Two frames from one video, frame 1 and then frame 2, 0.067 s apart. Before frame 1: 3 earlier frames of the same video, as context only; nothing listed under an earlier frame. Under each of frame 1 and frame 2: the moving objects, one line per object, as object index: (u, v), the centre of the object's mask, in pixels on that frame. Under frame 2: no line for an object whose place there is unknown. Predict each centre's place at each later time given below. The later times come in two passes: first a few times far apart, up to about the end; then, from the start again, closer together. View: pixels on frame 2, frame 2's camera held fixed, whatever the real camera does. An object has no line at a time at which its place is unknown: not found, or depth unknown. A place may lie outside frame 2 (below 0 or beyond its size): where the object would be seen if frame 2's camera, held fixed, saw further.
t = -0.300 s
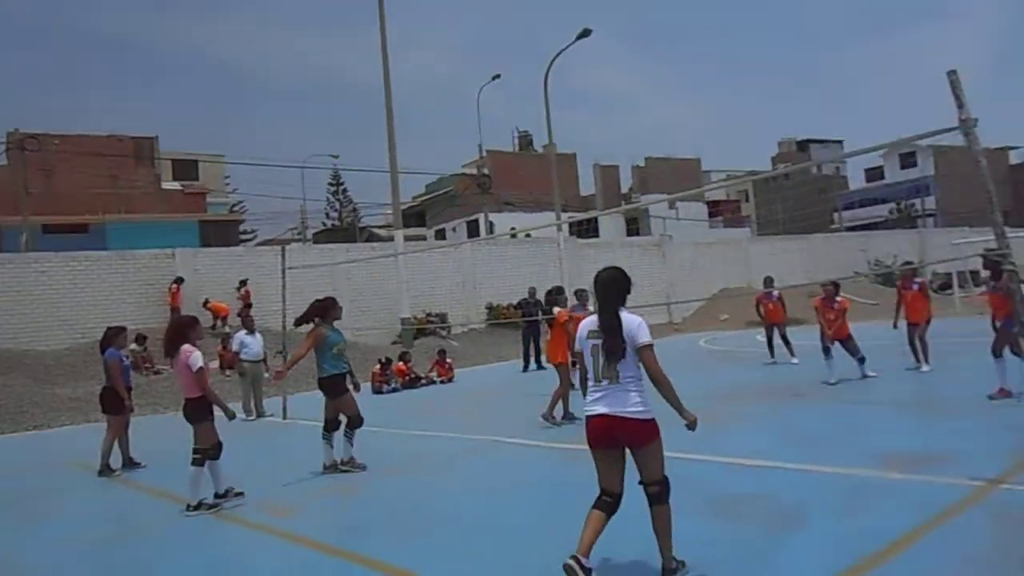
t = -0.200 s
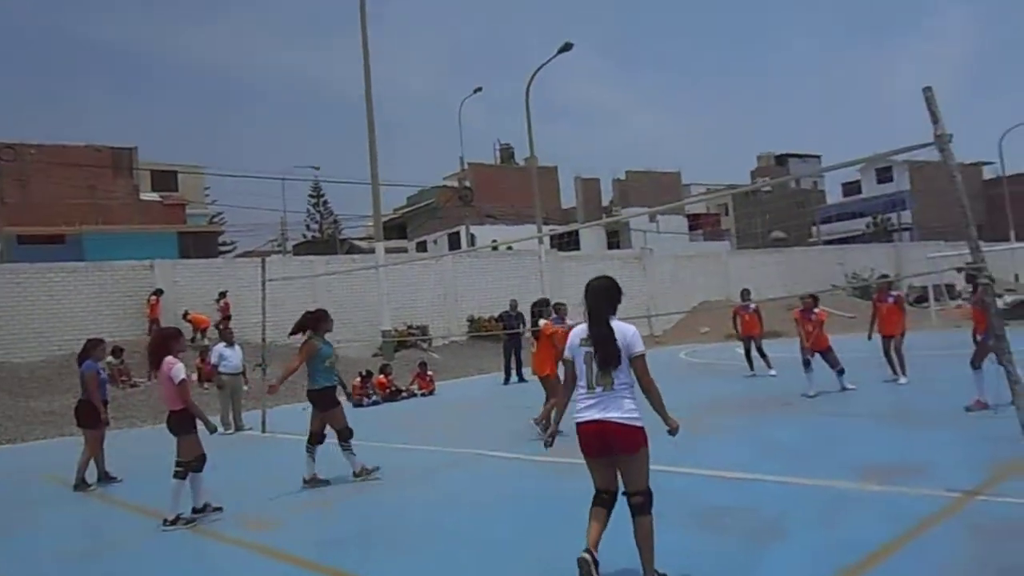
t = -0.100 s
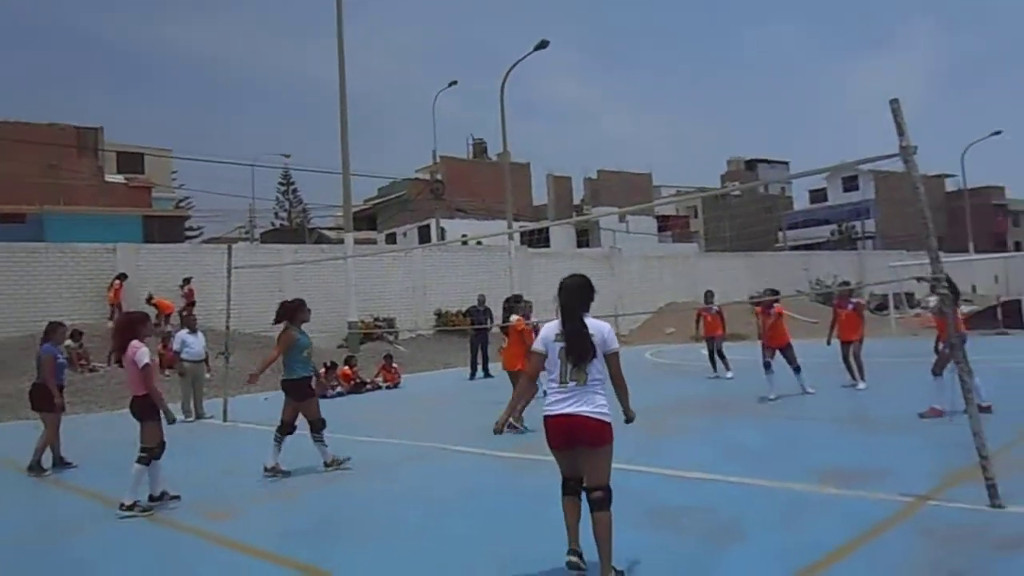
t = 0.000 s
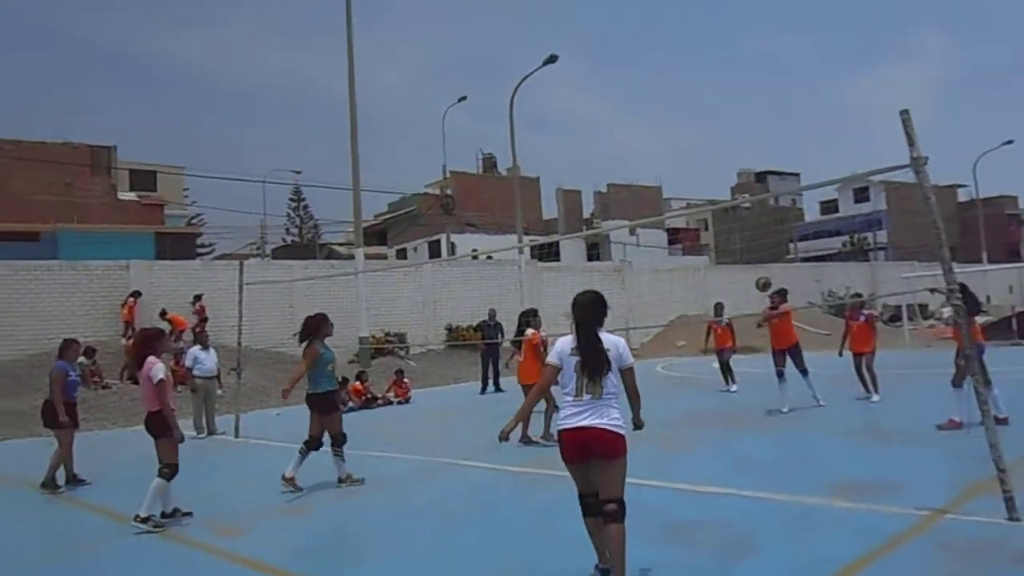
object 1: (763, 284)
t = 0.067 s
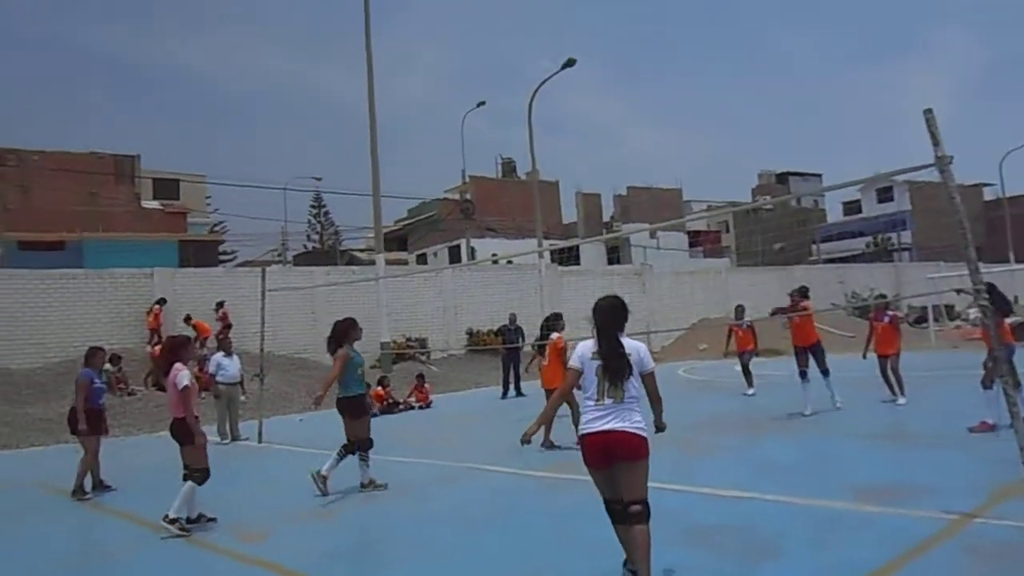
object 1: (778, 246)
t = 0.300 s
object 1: (755, 155)
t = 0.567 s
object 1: (734, 96)
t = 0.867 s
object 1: (714, 96)
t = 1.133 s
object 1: (702, 151)
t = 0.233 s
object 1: (762, 177)
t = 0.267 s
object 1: (758, 166)
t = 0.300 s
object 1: (755, 155)
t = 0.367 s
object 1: (750, 135)
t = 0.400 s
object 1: (748, 126)
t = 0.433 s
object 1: (745, 118)
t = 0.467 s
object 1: (742, 111)
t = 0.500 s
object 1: (740, 105)
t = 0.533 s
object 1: (737, 100)
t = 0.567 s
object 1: (734, 96)
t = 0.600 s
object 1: (732, 93)
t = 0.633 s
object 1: (729, 90)
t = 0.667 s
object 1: (726, 89)
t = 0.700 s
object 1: (724, 88)
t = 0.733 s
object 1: (722, 89)
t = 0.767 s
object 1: (720, 89)
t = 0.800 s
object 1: (718, 90)
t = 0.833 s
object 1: (716, 92)
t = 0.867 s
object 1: (714, 96)
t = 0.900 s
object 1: (712, 100)
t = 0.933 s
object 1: (710, 104)
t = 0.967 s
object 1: (708, 111)
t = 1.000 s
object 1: (707, 117)
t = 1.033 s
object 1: (706, 124)
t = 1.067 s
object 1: (704, 132)
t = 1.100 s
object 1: (703, 141)
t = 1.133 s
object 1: (702, 151)
